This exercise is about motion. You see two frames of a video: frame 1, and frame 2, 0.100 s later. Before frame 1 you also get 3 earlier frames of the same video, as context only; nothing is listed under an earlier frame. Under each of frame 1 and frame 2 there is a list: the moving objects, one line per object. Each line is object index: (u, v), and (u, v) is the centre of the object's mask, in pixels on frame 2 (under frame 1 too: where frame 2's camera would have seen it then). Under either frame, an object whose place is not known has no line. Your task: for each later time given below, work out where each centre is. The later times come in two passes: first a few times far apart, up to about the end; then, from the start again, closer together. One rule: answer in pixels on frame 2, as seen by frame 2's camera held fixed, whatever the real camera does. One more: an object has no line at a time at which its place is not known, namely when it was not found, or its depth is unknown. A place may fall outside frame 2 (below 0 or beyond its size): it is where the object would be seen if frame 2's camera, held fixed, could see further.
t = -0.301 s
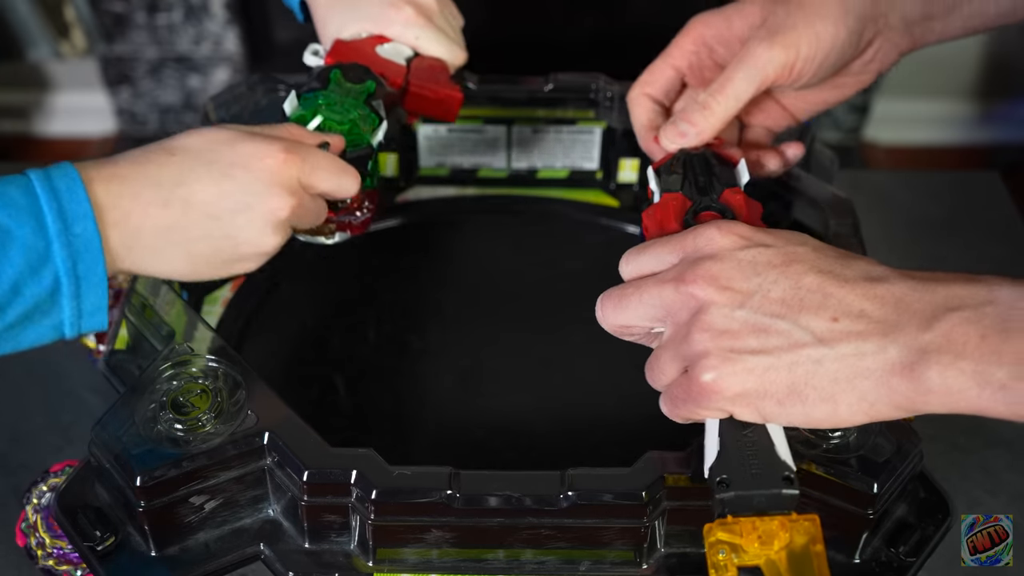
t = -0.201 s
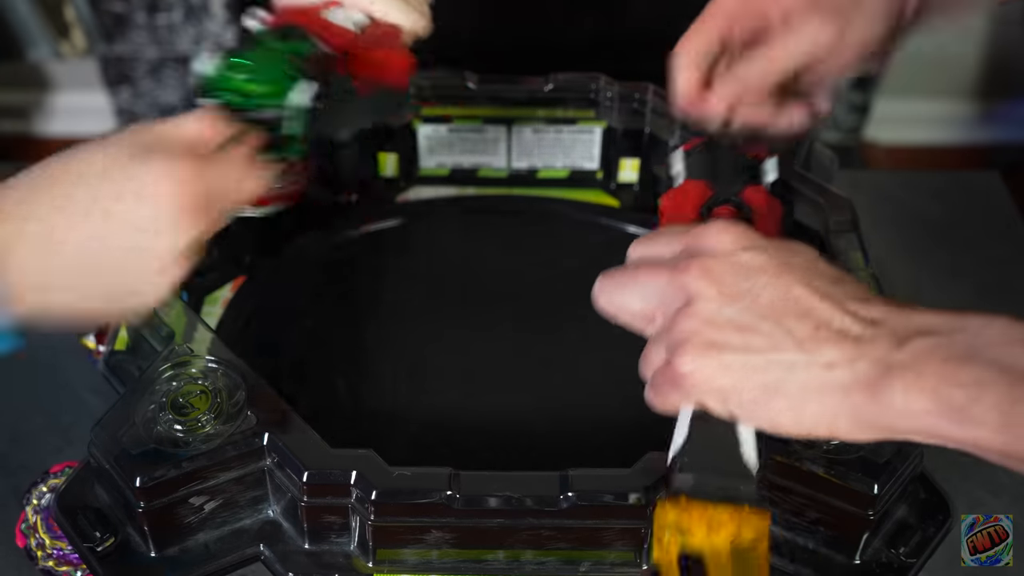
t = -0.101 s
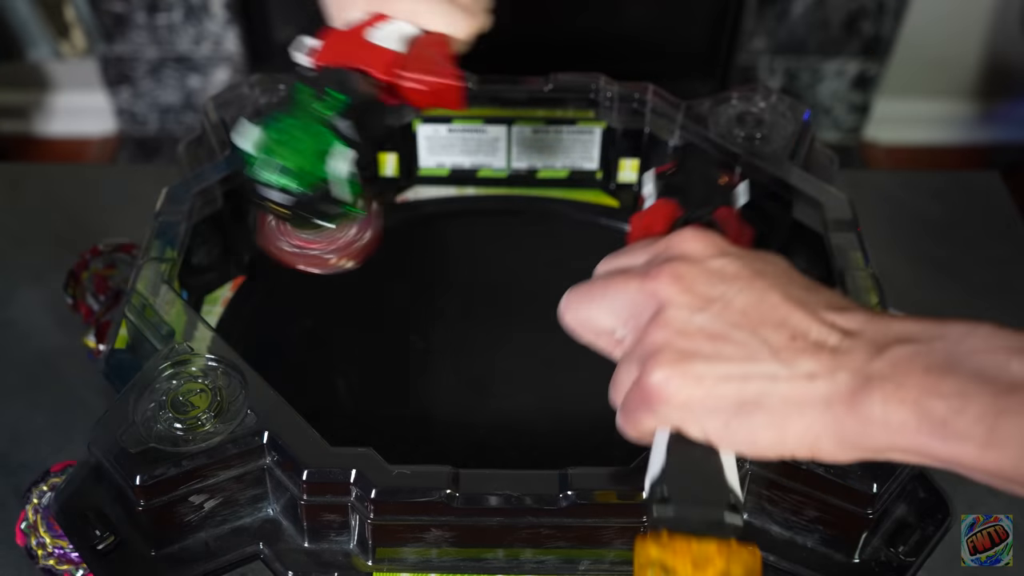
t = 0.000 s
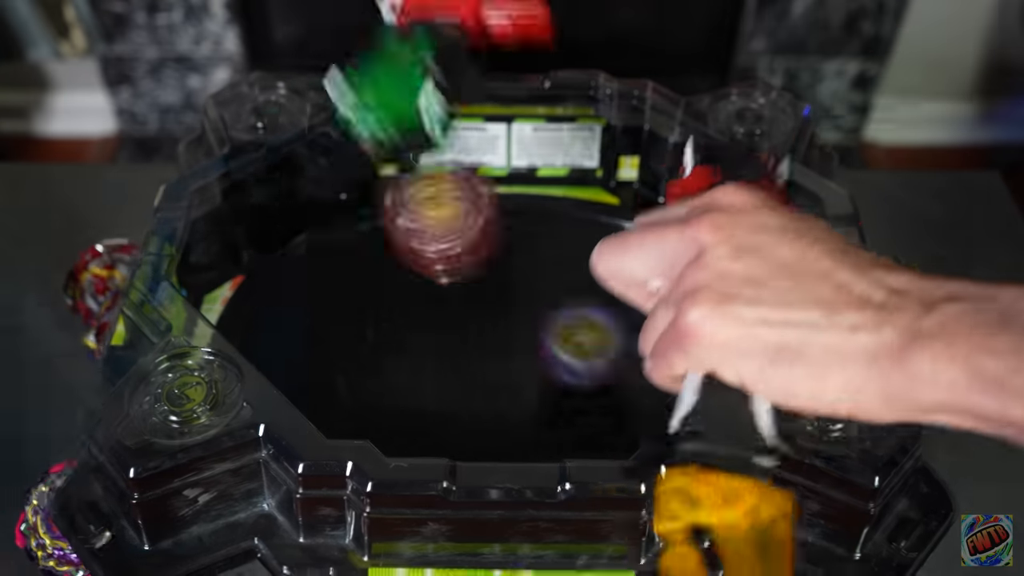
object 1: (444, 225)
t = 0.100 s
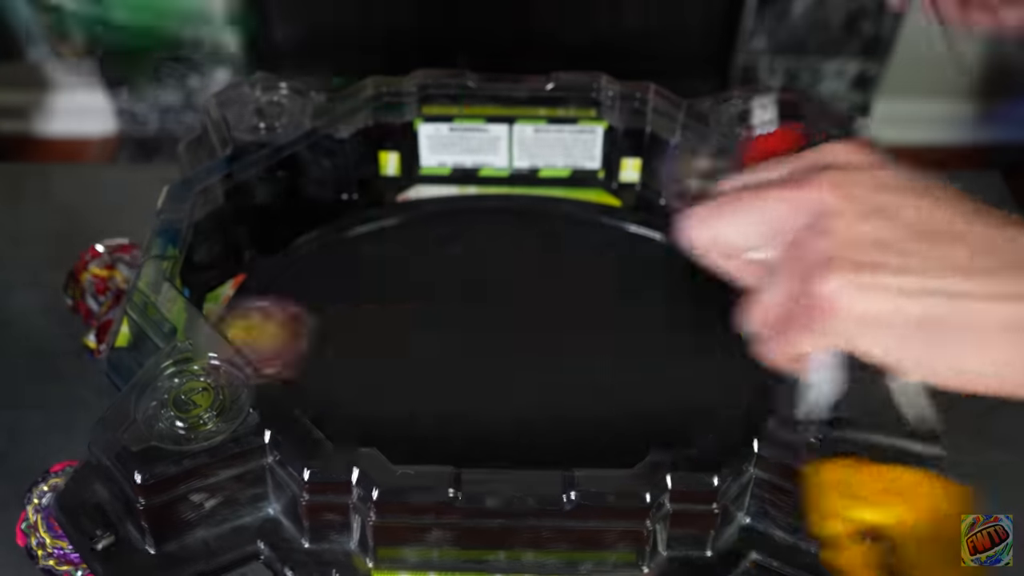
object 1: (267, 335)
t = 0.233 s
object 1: (362, 371)
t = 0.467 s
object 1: (525, 425)
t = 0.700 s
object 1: (675, 274)
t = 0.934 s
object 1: (526, 244)
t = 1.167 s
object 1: (358, 433)
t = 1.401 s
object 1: (616, 453)
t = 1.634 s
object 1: (752, 298)
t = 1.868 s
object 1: (460, 203)
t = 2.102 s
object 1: (290, 384)
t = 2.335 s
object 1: (589, 388)
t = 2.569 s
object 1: (502, 265)
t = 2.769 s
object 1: (289, 283)
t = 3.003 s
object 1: (375, 463)
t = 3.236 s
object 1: (654, 412)
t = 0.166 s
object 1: (251, 325)
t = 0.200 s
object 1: (303, 342)
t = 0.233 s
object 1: (362, 371)
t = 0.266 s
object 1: (425, 417)
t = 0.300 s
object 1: (468, 455)
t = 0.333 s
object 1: (471, 482)
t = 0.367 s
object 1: (483, 483)
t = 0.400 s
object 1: (497, 459)
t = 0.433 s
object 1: (510, 438)
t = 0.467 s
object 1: (525, 425)
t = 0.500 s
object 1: (543, 413)
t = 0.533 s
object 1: (567, 386)
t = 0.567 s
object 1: (590, 370)
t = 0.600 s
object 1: (617, 348)
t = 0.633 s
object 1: (639, 321)
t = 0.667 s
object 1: (661, 299)
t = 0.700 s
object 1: (675, 274)
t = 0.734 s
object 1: (681, 248)
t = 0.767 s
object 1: (672, 231)
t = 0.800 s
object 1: (655, 227)
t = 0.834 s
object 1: (632, 227)
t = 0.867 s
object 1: (602, 229)
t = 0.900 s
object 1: (565, 236)
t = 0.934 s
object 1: (526, 244)
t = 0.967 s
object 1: (483, 261)
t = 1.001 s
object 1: (441, 286)
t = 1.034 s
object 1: (402, 318)
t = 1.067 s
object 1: (371, 354)
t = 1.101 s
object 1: (351, 391)
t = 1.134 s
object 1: (342, 416)
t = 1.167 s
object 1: (358, 433)
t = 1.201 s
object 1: (384, 442)
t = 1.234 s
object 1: (411, 453)
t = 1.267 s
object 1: (443, 500)
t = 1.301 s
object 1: (490, 502)
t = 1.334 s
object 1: (529, 505)
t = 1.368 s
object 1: (579, 460)
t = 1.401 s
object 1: (616, 453)
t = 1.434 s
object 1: (655, 444)
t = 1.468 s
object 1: (689, 431)
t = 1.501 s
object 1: (714, 409)
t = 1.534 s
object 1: (734, 383)
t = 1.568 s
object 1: (750, 354)
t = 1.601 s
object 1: (761, 325)
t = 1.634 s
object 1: (752, 298)
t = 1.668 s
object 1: (724, 269)
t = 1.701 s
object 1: (693, 243)
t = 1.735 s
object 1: (657, 222)
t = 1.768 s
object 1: (612, 214)
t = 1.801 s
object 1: (565, 209)
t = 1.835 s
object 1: (515, 206)
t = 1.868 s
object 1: (460, 203)
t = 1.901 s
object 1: (409, 207)
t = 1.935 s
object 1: (357, 222)
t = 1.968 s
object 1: (305, 246)
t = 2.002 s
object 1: (265, 281)
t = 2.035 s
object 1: (245, 314)
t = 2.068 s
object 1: (249, 349)
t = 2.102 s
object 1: (290, 384)
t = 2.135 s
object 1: (346, 398)
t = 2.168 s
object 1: (413, 420)
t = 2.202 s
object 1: (470, 422)
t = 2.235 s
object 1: (510, 419)
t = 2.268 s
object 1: (546, 414)
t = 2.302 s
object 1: (571, 403)
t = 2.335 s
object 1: (589, 388)
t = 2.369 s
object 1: (602, 376)
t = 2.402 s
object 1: (599, 354)
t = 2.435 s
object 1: (590, 333)
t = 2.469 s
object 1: (575, 311)
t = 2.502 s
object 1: (555, 293)
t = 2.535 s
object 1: (530, 277)
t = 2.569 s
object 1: (502, 265)
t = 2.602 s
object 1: (469, 256)
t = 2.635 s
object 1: (434, 252)
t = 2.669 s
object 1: (396, 253)
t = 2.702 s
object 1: (359, 258)
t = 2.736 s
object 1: (322, 268)
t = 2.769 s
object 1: (289, 283)
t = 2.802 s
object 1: (259, 303)
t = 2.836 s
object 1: (259, 327)
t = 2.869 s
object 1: (270, 353)
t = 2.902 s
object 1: (279, 389)
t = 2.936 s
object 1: (292, 431)
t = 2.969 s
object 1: (324, 442)
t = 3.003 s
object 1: (375, 463)
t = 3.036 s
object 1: (416, 485)
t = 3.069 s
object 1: (476, 495)
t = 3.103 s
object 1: (519, 479)
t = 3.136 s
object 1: (570, 451)
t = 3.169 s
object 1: (606, 440)
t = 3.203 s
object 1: (633, 426)
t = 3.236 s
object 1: (654, 412)
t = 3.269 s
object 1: (664, 388)
